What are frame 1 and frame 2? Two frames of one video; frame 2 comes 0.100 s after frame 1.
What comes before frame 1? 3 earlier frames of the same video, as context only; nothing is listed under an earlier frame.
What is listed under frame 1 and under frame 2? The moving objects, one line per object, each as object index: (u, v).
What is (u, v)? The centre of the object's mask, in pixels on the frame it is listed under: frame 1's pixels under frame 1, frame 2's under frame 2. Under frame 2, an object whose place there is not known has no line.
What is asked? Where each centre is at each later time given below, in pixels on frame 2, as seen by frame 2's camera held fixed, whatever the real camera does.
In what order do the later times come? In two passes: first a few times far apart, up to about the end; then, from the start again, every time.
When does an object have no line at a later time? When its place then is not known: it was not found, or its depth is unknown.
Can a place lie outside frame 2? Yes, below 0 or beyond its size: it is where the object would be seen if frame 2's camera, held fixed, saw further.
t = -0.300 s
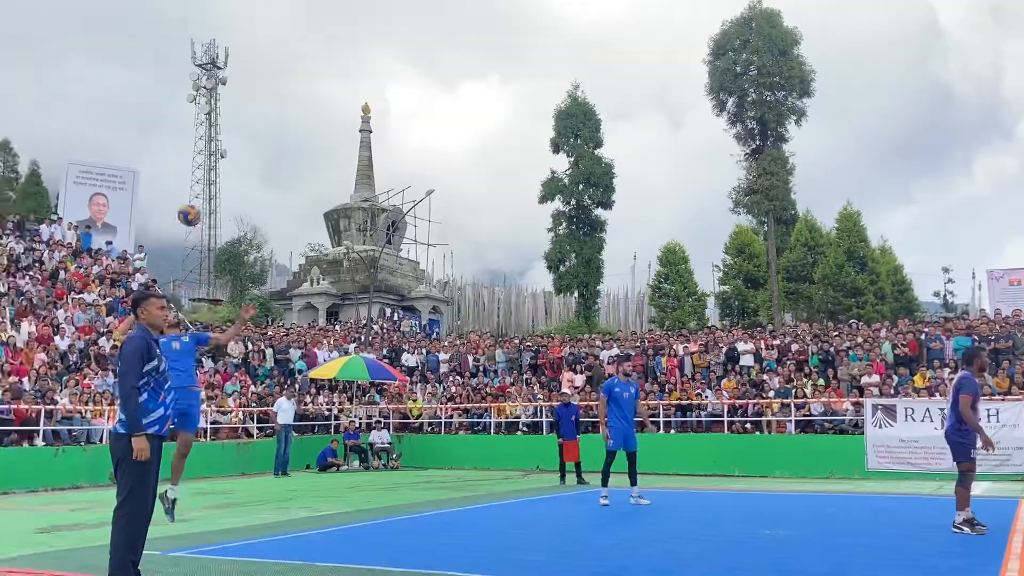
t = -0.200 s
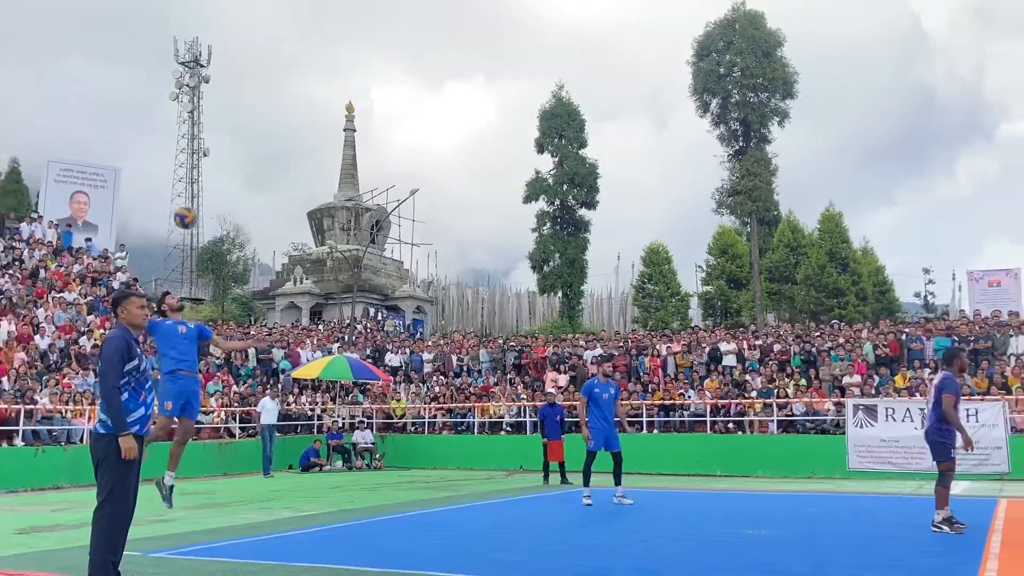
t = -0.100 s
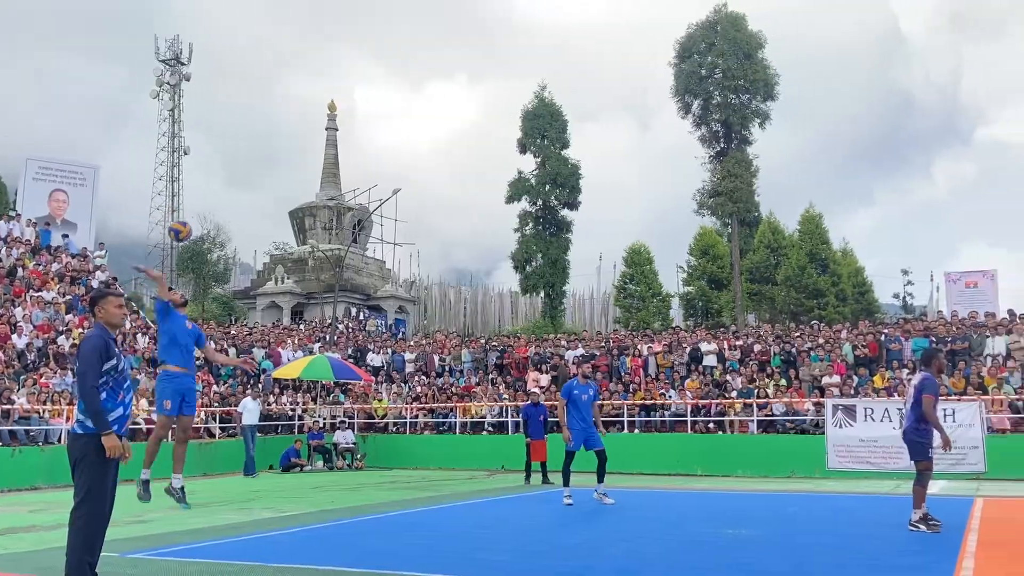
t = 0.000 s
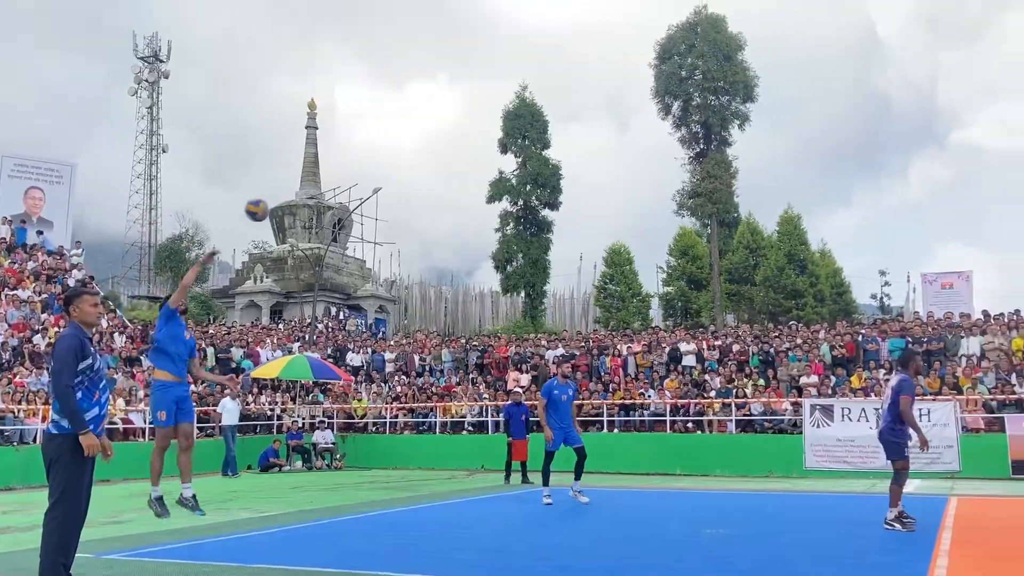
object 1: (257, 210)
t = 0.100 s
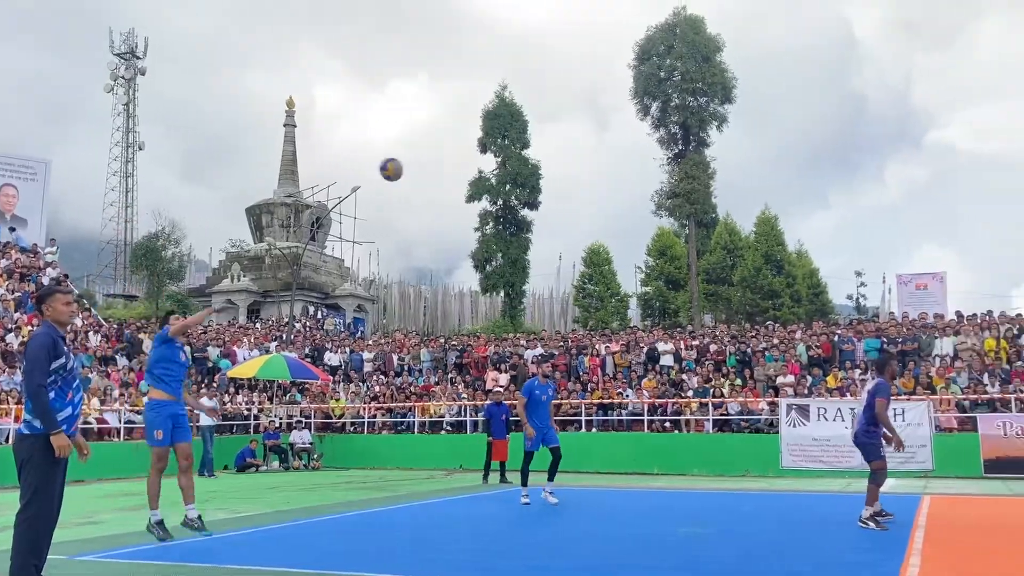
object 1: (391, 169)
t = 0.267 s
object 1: (661, 119)
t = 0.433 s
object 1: (962, 92)
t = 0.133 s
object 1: (444, 158)
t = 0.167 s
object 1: (497, 147)
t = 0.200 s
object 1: (551, 137)
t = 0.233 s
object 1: (607, 128)
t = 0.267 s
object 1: (661, 119)
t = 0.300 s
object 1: (718, 111)
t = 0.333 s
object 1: (778, 105)
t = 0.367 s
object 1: (838, 99)
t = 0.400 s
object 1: (899, 95)
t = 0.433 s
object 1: (962, 92)
